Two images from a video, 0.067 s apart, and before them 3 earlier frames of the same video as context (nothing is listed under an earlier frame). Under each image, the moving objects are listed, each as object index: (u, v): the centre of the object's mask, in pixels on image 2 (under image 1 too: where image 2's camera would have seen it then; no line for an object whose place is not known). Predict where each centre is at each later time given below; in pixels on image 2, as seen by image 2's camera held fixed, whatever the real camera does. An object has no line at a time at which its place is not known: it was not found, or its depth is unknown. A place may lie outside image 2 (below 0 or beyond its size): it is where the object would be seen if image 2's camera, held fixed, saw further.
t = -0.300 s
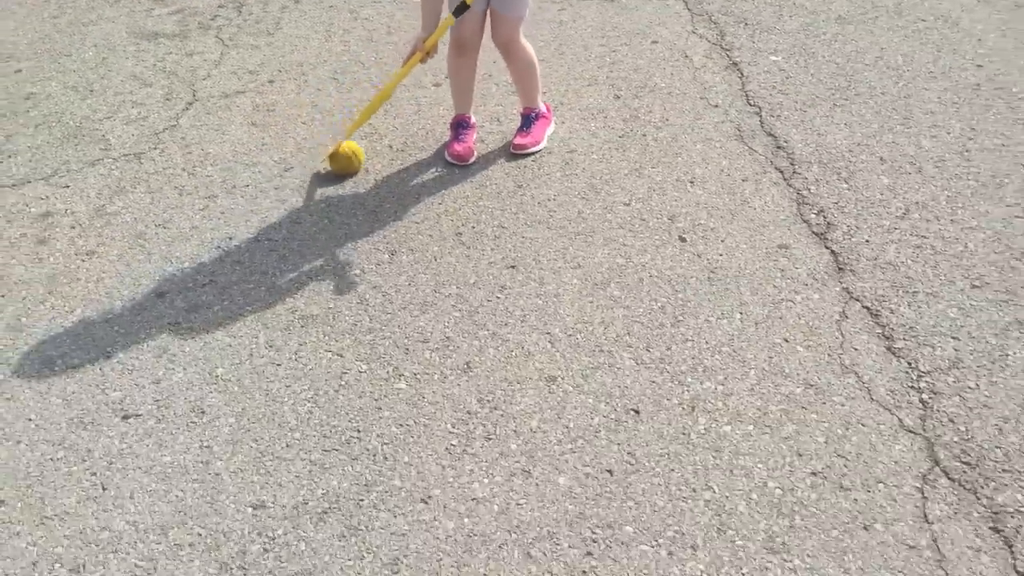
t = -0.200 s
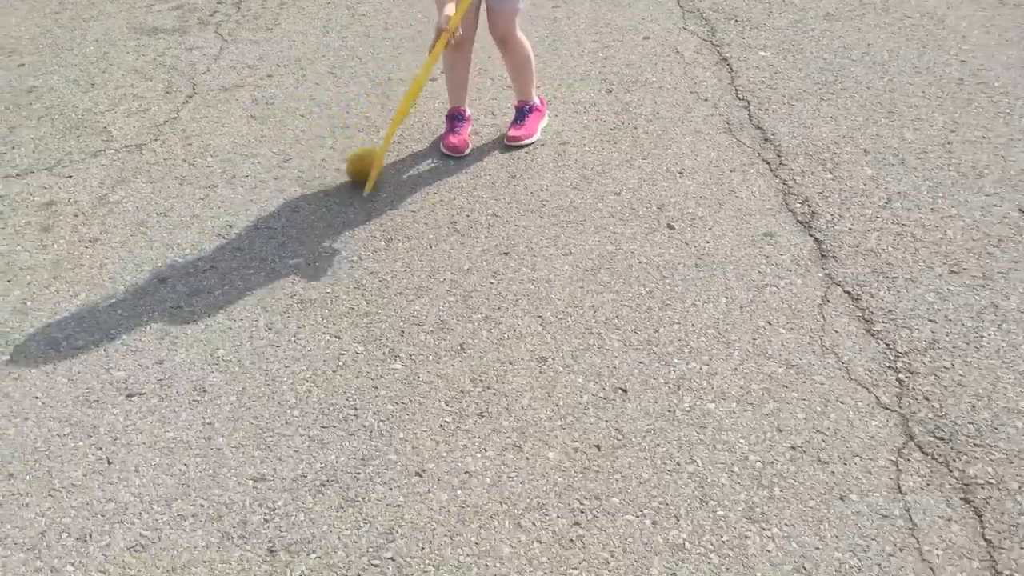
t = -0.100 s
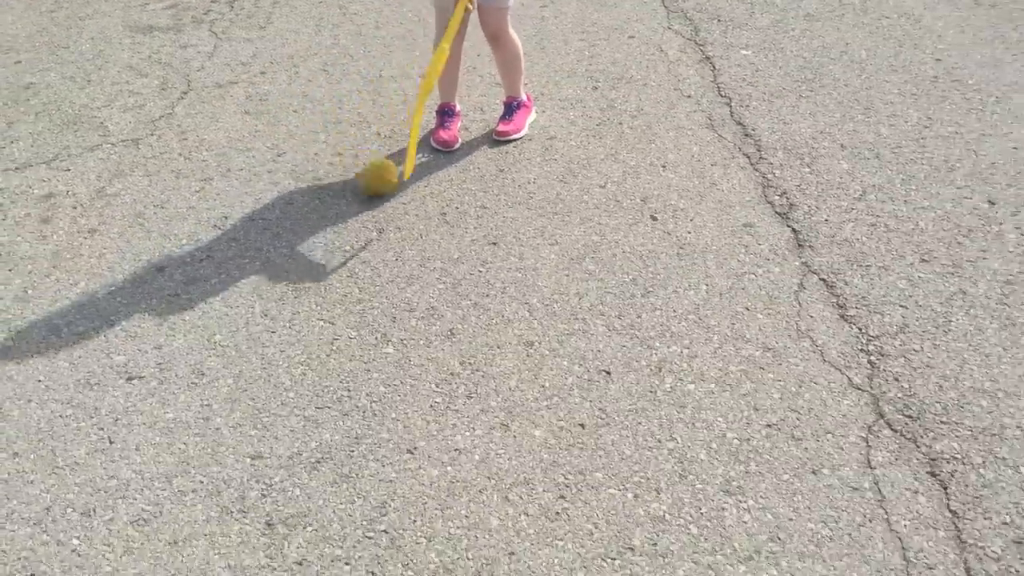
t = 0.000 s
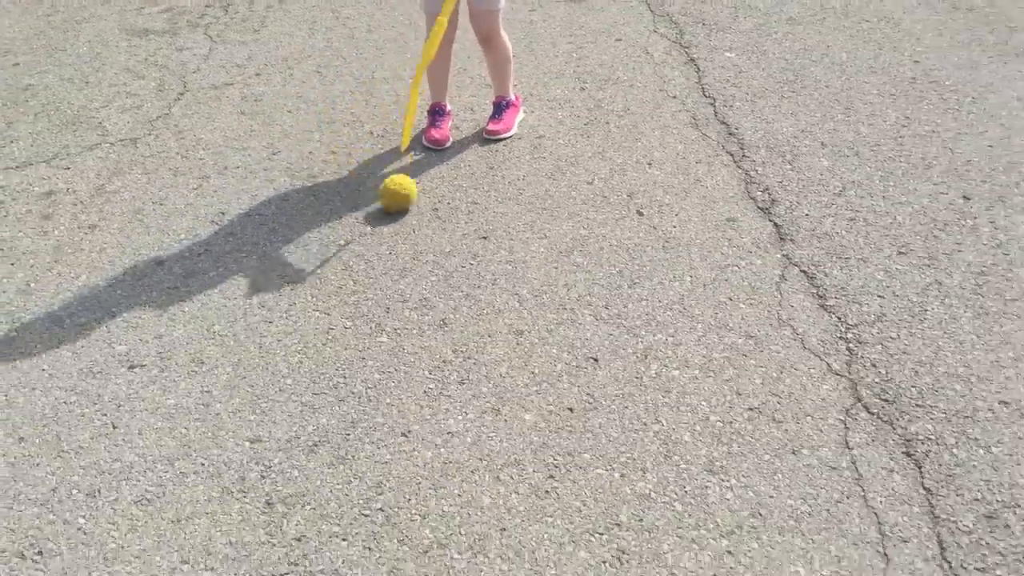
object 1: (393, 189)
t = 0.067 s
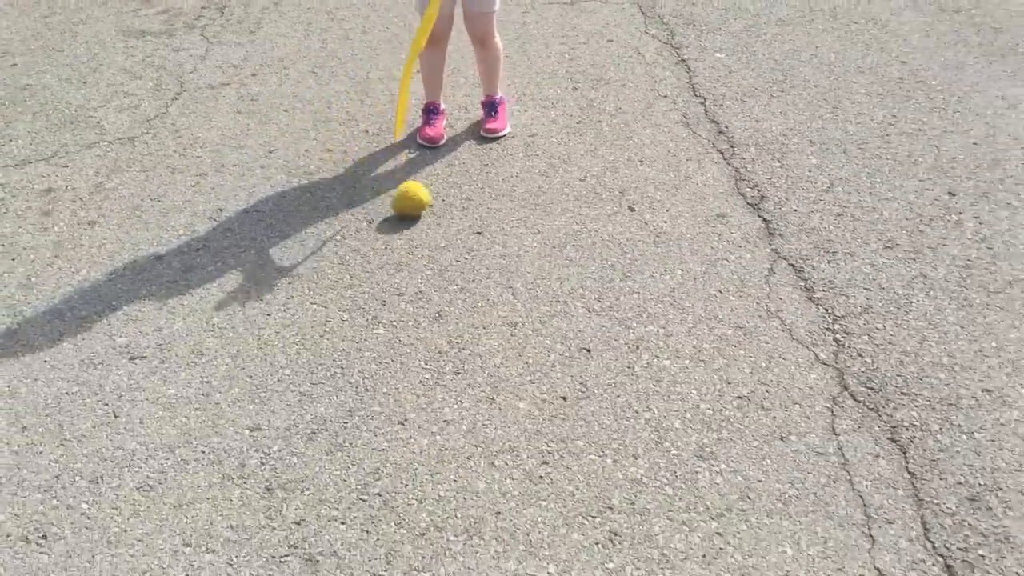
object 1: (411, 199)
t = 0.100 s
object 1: (419, 207)
